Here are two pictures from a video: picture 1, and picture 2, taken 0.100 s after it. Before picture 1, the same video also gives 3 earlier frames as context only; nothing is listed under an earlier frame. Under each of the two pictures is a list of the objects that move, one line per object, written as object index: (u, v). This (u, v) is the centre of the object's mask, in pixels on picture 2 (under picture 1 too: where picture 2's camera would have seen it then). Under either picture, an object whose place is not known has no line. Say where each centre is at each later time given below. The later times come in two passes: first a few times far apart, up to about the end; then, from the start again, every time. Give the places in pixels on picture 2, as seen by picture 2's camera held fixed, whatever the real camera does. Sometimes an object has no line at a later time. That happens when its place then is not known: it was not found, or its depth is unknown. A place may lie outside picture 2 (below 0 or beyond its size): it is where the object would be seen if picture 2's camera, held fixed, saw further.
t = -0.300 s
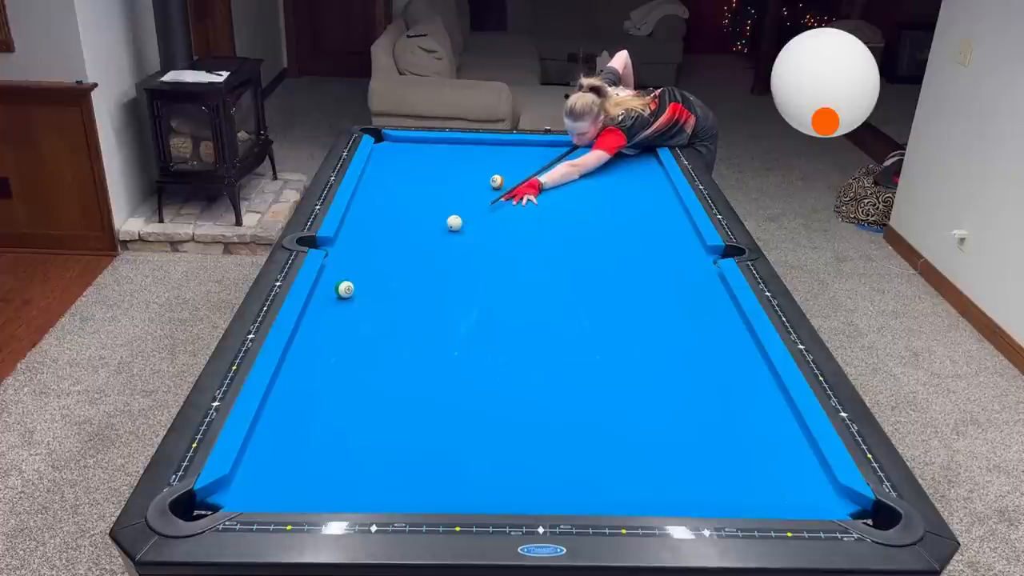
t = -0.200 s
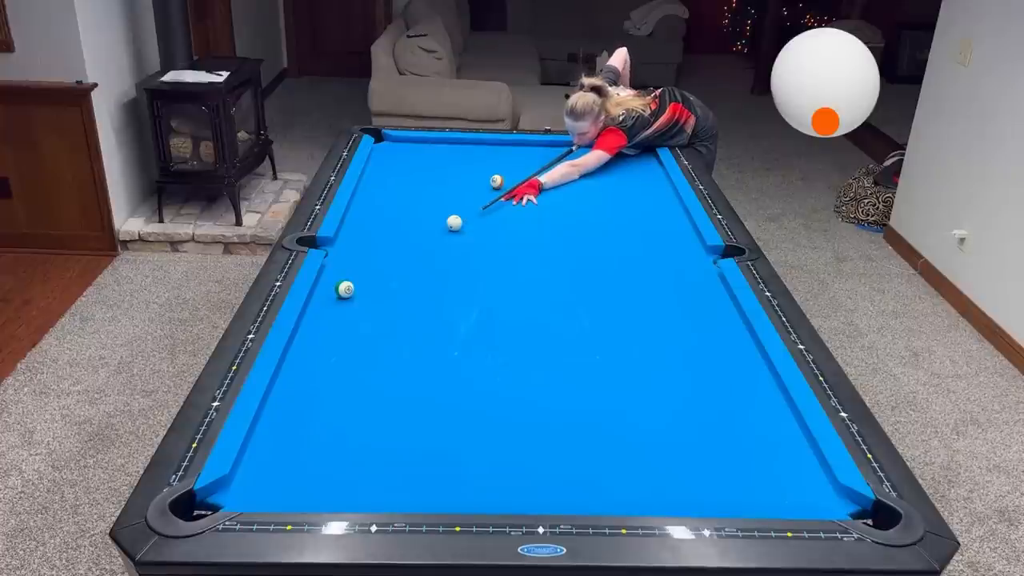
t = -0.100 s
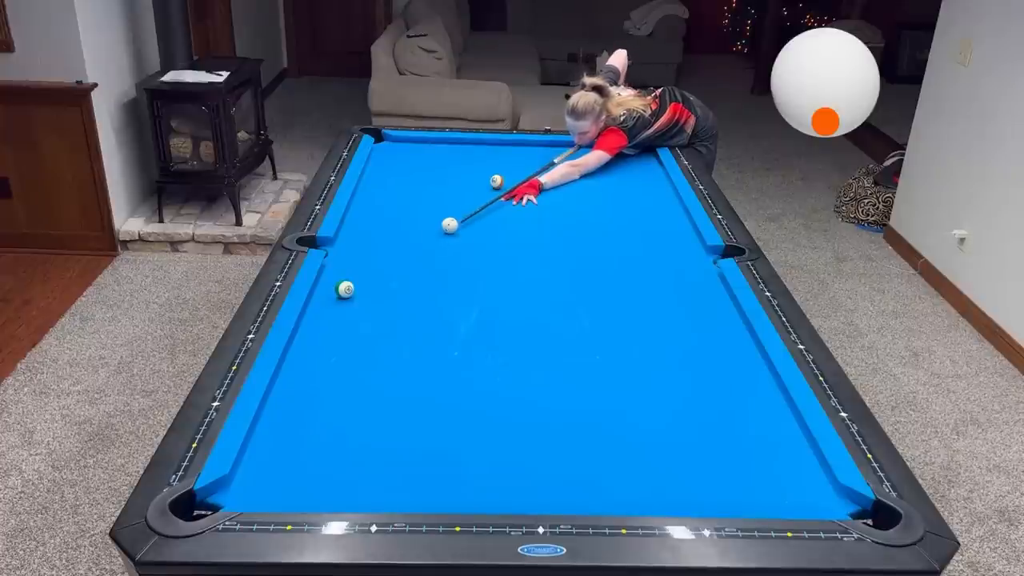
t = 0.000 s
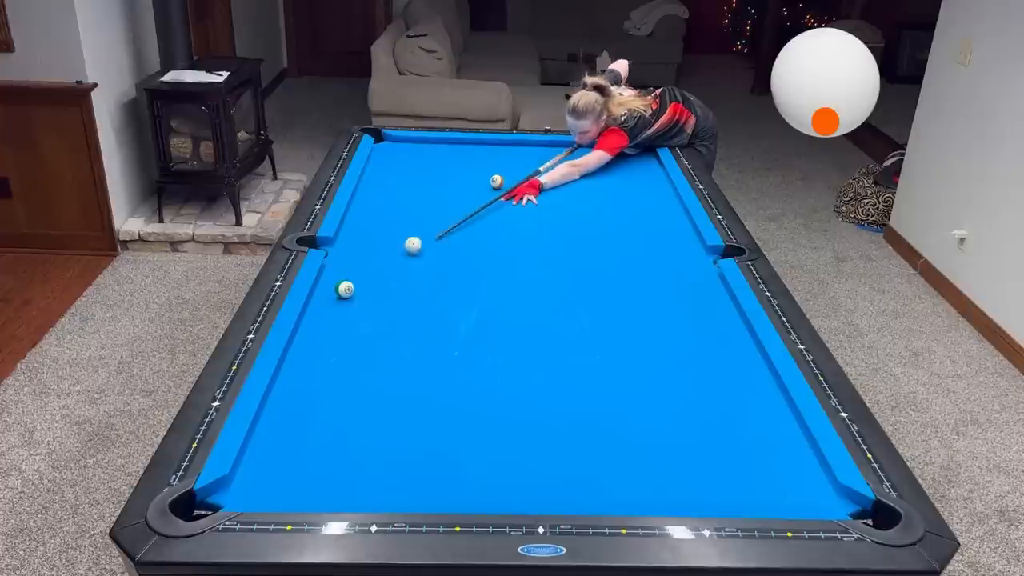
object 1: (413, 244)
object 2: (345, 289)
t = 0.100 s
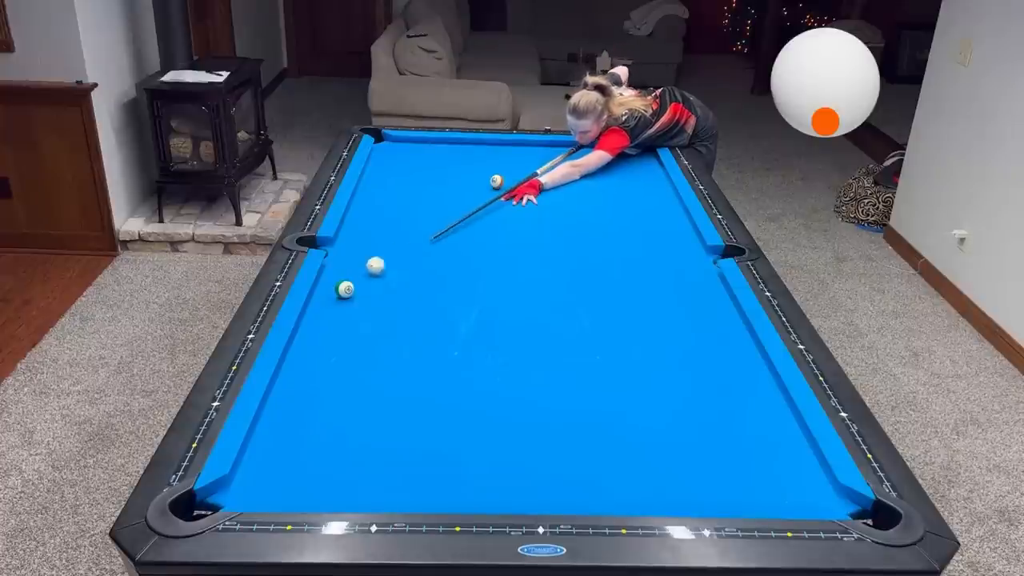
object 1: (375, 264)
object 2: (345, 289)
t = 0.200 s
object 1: (342, 279)
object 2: (342, 296)
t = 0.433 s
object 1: (341, 275)
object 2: (309, 349)
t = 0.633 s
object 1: (361, 271)
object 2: (276, 396)
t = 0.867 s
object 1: (382, 266)
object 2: (255, 462)
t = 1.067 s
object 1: (399, 262)
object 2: (218, 493)
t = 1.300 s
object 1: (418, 258)
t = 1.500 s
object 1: (432, 255)
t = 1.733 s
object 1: (448, 251)
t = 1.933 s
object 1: (460, 248)
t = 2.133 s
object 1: (471, 246)
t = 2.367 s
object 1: (483, 244)
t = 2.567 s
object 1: (492, 242)
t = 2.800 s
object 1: (502, 239)
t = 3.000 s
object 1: (510, 237)
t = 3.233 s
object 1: (517, 236)
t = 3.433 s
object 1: (523, 234)
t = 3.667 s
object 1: (528, 233)
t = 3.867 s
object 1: (533, 231)
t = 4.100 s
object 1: (537, 231)
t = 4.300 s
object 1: (540, 230)
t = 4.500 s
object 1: (542, 230)
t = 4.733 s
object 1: (545, 230)
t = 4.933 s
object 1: (545, 230)
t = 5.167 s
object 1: (545, 230)
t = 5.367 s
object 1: (545, 230)
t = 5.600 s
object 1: (545, 230)
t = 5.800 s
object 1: (545, 230)
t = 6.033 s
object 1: (545, 230)
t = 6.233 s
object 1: (545, 230)
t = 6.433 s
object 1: (545, 230)
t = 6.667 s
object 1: (545, 230)
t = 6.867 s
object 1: (545, 230)
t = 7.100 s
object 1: (545, 230)
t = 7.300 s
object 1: (545, 230)
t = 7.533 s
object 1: (545, 230)
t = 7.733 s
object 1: (545, 230)
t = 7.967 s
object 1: (545, 230)
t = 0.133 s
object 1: (363, 271)
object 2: (345, 289)
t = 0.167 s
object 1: (351, 276)
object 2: (345, 289)
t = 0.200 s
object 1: (342, 279)
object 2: (342, 296)
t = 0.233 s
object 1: (334, 279)
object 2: (338, 304)
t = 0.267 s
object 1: (327, 279)
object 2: (334, 312)
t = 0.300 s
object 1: (326, 278)
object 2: (325, 318)
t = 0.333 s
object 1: (330, 278)
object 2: (321, 326)
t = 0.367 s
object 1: (334, 277)
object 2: (317, 333)
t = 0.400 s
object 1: (338, 276)
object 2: (314, 338)
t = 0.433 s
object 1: (341, 275)
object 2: (309, 349)
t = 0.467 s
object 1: (344, 274)
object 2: (302, 356)
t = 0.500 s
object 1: (348, 274)
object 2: (297, 364)
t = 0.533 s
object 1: (351, 273)
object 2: (293, 370)
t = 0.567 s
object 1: (355, 273)
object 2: (290, 377)
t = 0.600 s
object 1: (358, 272)
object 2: (285, 388)
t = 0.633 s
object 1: (361, 271)
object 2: (276, 396)
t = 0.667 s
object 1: (364, 270)
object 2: (272, 404)
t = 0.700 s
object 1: (367, 270)
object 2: (270, 413)
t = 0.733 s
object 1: (370, 269)
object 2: (267, 422)
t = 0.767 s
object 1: (374, 268)
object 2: (263, 432)
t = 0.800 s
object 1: (376, 267)
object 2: (261, 441)
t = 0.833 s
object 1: (380, 267)
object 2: (258, 451)
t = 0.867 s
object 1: (382, 266)
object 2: (255, 462)
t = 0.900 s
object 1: (385, 265)
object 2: (252, 472)
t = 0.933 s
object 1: (388, 265)
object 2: (248, 483)
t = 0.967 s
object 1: (391, 264)
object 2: (245, 490)
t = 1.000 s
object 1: (394, 263)
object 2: (236, 493)
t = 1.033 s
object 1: (397, 263)
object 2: (226, 492)
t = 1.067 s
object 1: (399, 262)
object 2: (218, 493)
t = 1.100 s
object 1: (402, 261)
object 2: (215, 498)
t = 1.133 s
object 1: (405, 261)
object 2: (211, 506)
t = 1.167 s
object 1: (408, 260)
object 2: (207, 514)
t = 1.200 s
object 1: (410, 260)
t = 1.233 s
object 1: (413, 259)
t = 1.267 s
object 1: (415, 258)
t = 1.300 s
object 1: (418, 258)
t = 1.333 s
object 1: (420, 257)
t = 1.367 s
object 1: (423, 257)
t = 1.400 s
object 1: (425, 256)
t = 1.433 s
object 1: (427, 256)
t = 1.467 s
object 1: (430, 255)
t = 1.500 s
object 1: (432, 255)
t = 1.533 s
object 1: (434, 254)
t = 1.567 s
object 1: (436, 254)
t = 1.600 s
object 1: (439, 253)
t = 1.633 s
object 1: (441, 253)
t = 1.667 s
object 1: (443, 252)
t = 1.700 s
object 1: (446, 252)
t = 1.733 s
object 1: (448, 251)
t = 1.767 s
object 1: (450, 251)
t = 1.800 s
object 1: (452, 250)
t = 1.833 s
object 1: (454, 250)
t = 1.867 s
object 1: (456, 249)
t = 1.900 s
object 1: (458, 249)
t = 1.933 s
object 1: (460, 248)
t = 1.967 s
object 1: (462, 248)
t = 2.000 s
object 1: (464, 248)
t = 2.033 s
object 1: (466, 247)
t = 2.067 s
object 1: (467, 247)
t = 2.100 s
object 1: (469, 247)
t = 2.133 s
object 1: (471, 246)
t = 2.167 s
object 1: (473, 246)
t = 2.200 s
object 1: (475, 245)
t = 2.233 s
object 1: (476, 245)
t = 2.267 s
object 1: (478, 245)
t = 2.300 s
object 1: (480, 244)
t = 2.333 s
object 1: (481, 244)
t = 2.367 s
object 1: (483, 244)
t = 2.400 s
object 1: (485, 243)
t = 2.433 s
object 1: (486, 243)
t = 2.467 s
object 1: (488, 242)
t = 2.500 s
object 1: (489, 242)
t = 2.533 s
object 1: (491, 242)
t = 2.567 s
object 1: (492, 242)
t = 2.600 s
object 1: (494, 241)
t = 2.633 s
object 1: (495, 240)
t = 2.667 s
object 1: (496, 240)
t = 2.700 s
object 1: (498, 240)
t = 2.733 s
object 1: (499, 240)
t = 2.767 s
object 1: (501, 239)
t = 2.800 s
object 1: (502, 239)
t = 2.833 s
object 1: (503, 239)
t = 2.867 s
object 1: (504, 239)
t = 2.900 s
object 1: (506, 238)
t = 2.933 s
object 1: (507, 238)
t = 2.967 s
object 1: (508, 238)
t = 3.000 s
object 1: (510, 237)
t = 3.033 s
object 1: (510, 237)
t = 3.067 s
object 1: (511, 237)
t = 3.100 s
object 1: (513, 237)
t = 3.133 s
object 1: (514, 236)
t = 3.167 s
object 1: (515, 236)
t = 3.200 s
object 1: (516, 236)
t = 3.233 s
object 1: (517, 236)
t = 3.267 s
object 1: (518, 235)
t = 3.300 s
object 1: (519, 235)
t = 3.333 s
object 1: (520, 235)
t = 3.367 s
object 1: (521, 234)
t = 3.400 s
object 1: (522, 234)
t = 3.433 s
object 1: (523, 234)
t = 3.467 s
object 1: (523, 234)
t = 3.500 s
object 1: (524, 234)
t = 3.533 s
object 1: (525, 233)
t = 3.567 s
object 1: (526, 233)
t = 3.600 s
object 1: (527, 233)
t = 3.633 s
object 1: (527, 233)
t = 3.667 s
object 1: (528, 233)
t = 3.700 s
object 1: (529, 233)
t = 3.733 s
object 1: (530, 232)
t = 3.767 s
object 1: (531, 232)
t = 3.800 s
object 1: (532, 232)
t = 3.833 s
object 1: (532, 231)
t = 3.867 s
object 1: (533, 231)
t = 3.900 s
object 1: (534, 231)
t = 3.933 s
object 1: (534, 231)
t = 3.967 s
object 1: (535, 231)
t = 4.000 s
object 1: (535, 231)
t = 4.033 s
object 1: (536, 231)
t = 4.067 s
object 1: (536, 231)
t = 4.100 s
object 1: (537, 231)
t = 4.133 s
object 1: (538, 231)
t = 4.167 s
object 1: (538, 231)
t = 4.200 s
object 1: (539, 230)
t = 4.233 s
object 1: (539, 230)
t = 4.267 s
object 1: (540, 230)
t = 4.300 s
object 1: (540, 230)
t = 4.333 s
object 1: (541, 230)
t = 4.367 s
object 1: (541, 230)
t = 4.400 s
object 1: (542, 230)
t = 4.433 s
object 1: (542, 230)
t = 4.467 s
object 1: (542, 230)
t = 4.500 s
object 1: (542, 230)
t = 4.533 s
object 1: (543, 230)
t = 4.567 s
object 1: (543, 230)
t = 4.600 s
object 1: (544, 230)
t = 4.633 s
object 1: (544, 230)
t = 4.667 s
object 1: (544, 230)
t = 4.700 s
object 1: (544, 230)
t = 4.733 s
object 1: (545, 230)
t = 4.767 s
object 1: (545, 230)
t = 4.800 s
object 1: (545, 230)
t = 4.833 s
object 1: (545, 230)
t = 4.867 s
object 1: (545, 230)
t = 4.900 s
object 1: (545, 230)
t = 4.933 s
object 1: (545, 230)
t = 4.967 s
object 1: (545, 230)
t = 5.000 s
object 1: (545, 230)
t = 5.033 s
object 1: (545, 230)
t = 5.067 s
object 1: (545, 230)
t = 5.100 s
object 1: (545, 230)
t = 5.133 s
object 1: (545, 230)
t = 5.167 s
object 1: (545, 230)
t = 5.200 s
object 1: (545, 230)
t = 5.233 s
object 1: (545, 230)
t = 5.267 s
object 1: (545, 230)
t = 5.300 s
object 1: (545, 230)
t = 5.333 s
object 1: (545, 230)
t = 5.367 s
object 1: (545, 230)
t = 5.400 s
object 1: (545, 230)
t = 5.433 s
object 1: (545, 230)
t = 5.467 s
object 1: (545, 230)
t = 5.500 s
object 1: (545, 230)
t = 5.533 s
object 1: (545, 230)
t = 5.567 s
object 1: (545, 230)
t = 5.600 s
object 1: (545, 230)
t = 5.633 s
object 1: (545, 230)
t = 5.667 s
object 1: (545, 230)
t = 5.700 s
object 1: (545, 230)
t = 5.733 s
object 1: (545, 230)
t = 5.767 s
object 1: (545, 230)
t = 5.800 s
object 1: (545, 230)
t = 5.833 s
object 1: (545, 230)
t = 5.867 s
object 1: (545, 230)
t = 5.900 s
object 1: (545, 230)
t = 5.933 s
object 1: (545, 230)
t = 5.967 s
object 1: (545, 230)
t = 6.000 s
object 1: (545, 230)
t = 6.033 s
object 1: (545, 230)
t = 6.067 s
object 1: (545, 230)
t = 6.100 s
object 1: (545, 230)
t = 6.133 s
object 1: (545, 230)
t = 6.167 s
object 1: (545, 230)
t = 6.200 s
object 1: (545, 230)
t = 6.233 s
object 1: (545, 230)
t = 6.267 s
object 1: (545, 230)
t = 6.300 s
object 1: (545, 230)
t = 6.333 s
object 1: (545, 230)
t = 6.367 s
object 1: (545, 230)
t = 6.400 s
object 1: (545, 230)
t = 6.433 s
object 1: (545, 230)
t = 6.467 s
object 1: (545, 230)
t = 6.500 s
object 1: (545, 230)
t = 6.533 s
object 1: (545, 230)
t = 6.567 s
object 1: (545, 230)
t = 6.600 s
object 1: (545, 230)
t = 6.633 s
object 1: (545, 230)
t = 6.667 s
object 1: (545, 230)
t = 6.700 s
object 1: (545, 230)
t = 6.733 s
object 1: (545, 230)
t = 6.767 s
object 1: (545, 230)
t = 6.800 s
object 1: (545, 230)
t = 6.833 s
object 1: (545, 230)
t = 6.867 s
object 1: (545, 230)
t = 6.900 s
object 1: (545, 230)
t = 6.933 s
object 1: (545, 230)
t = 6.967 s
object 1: (545, 230)
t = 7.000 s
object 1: (545, 230)
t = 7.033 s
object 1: (545, 230)
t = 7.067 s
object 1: (545, 230)
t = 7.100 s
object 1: (545, 230)
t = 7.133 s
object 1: (545, 230)
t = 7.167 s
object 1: (545, 230)
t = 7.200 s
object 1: (545, 230)
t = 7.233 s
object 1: (545, 230)
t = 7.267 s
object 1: (545, 230)
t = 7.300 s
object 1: (545, 230)
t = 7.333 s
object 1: (545, 230)
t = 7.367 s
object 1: (545, 230)
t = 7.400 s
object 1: (545, 230)
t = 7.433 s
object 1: (545, 230)
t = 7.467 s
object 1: (545, 230)
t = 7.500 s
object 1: (545, 230)
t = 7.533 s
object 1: (545, 230)
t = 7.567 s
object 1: (545, 230)
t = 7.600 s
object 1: (545, 230)
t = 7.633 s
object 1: (545, 230)
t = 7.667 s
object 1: (545, 230)
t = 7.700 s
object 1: (545, 230)
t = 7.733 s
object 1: (545, 230)
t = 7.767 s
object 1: (545, 230)
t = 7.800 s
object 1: (545, 230)
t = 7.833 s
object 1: (545, 230)
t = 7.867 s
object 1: (545, 230)
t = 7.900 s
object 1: (545, 230)
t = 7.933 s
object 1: (545, 230)
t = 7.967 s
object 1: (545, 230)
